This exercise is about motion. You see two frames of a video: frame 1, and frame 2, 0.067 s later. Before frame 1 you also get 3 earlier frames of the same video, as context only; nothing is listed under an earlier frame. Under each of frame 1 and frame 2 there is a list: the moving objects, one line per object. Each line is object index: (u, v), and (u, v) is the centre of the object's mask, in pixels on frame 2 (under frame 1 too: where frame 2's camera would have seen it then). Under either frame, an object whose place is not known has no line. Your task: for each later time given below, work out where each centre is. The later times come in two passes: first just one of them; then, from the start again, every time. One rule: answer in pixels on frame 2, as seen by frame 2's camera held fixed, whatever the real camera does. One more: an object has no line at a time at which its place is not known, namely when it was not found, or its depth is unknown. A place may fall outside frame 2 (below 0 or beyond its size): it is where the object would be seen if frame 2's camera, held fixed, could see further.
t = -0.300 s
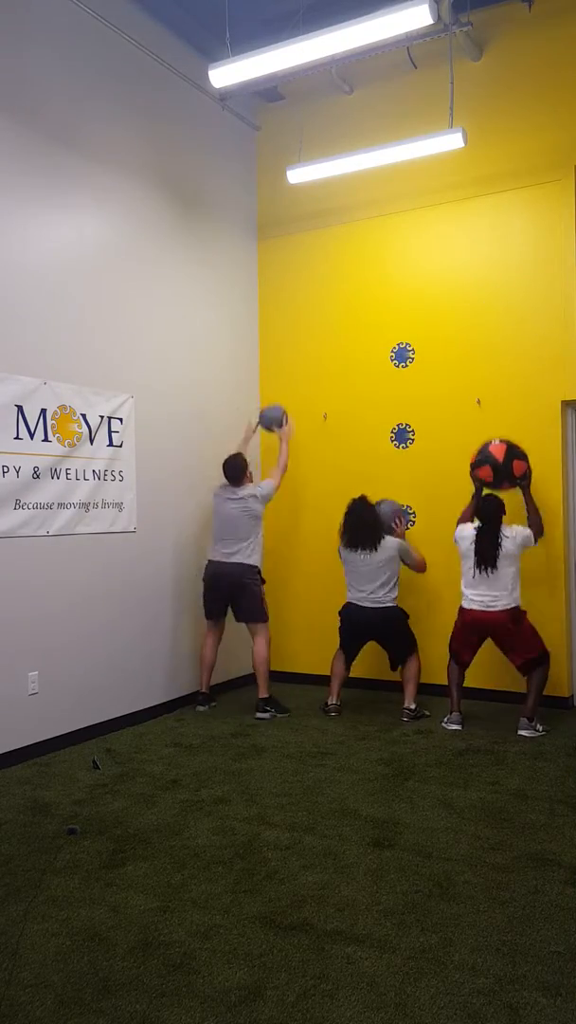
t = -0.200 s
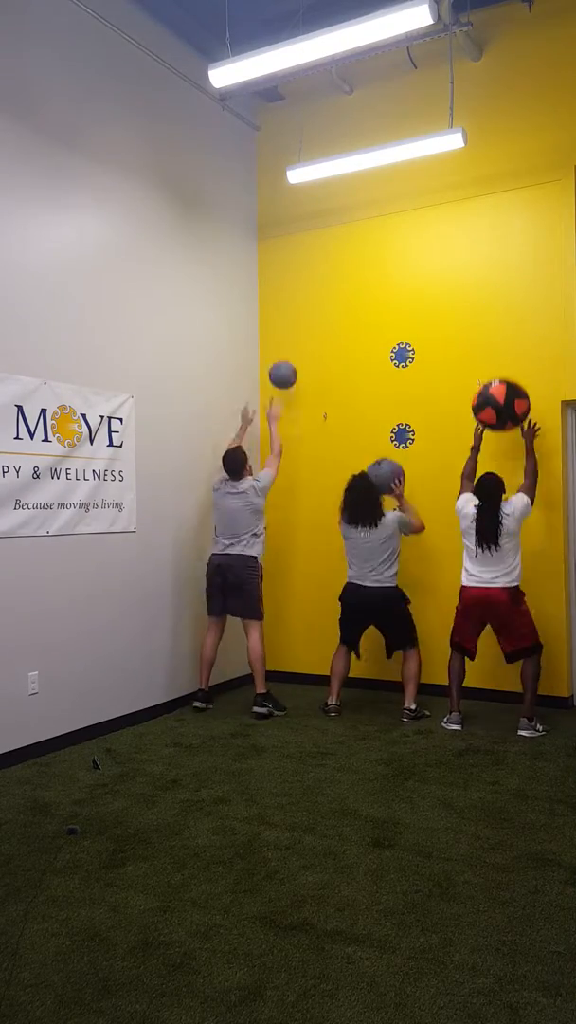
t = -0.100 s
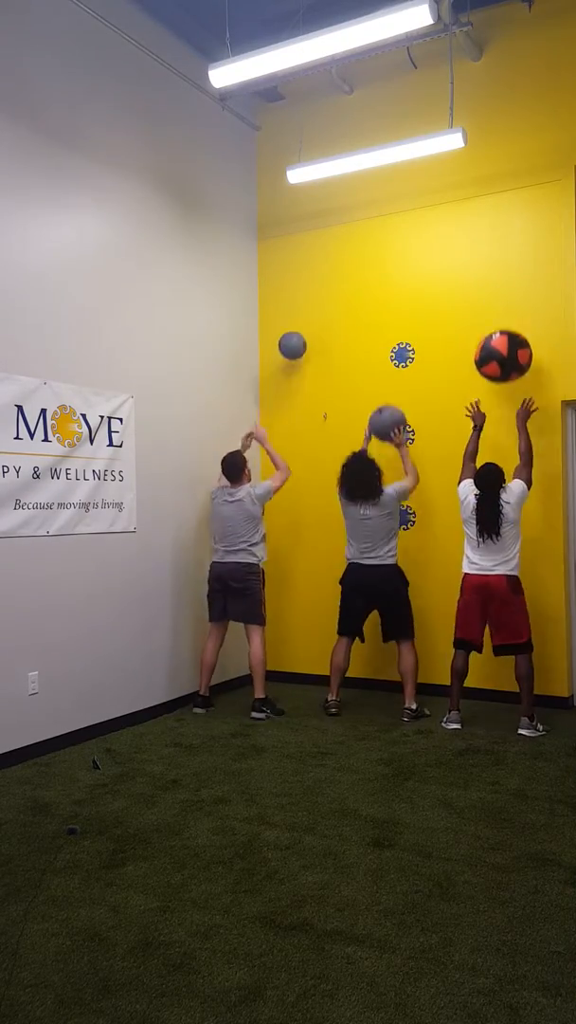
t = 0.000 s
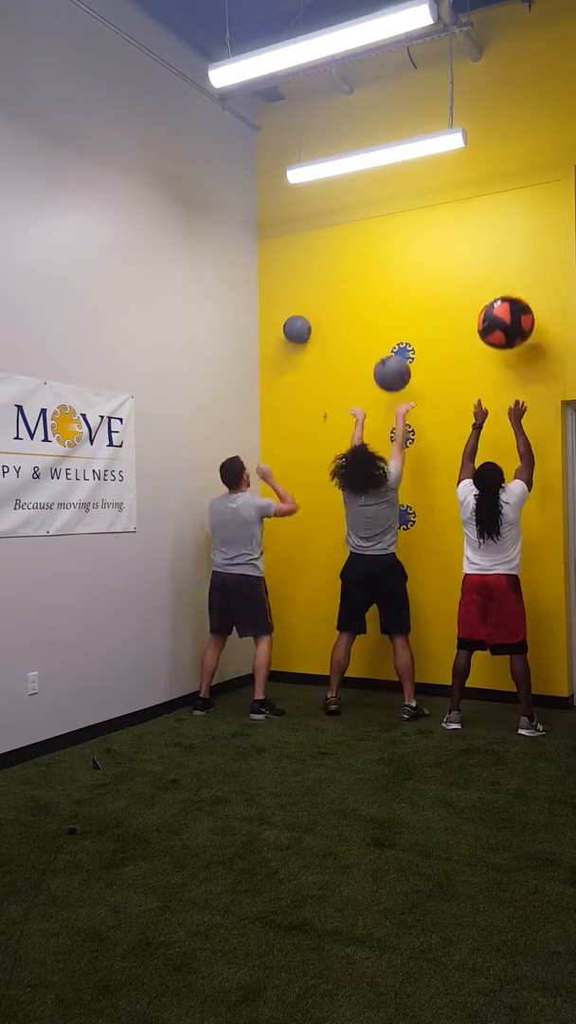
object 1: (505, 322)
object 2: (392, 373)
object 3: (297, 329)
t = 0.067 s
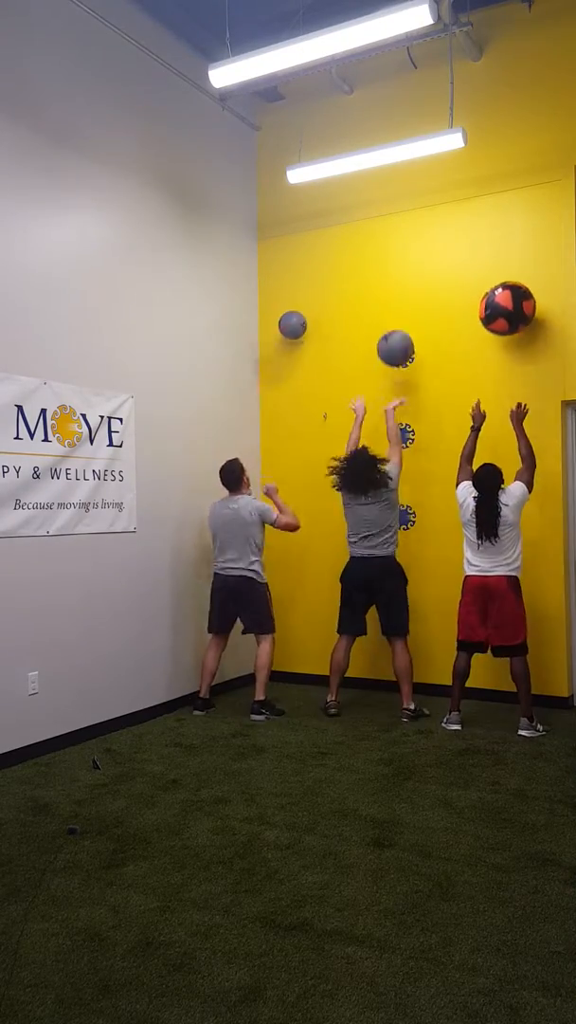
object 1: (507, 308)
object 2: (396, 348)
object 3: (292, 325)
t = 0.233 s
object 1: (511, 301)
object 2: (402, 314)
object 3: (282, 339)
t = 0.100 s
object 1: (508, 303)
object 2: (397, 337)
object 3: (290, 324)
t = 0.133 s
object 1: (509, 301)
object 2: (399, 330)
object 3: (288, 326)
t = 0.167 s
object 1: (510, 299)
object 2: (400, 322)
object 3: (286, 329)
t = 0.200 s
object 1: (511, 300)
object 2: (402, 317)
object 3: (284, 333)
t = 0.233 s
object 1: (511, 301)
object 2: (402, 314)
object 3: (282, 339)
